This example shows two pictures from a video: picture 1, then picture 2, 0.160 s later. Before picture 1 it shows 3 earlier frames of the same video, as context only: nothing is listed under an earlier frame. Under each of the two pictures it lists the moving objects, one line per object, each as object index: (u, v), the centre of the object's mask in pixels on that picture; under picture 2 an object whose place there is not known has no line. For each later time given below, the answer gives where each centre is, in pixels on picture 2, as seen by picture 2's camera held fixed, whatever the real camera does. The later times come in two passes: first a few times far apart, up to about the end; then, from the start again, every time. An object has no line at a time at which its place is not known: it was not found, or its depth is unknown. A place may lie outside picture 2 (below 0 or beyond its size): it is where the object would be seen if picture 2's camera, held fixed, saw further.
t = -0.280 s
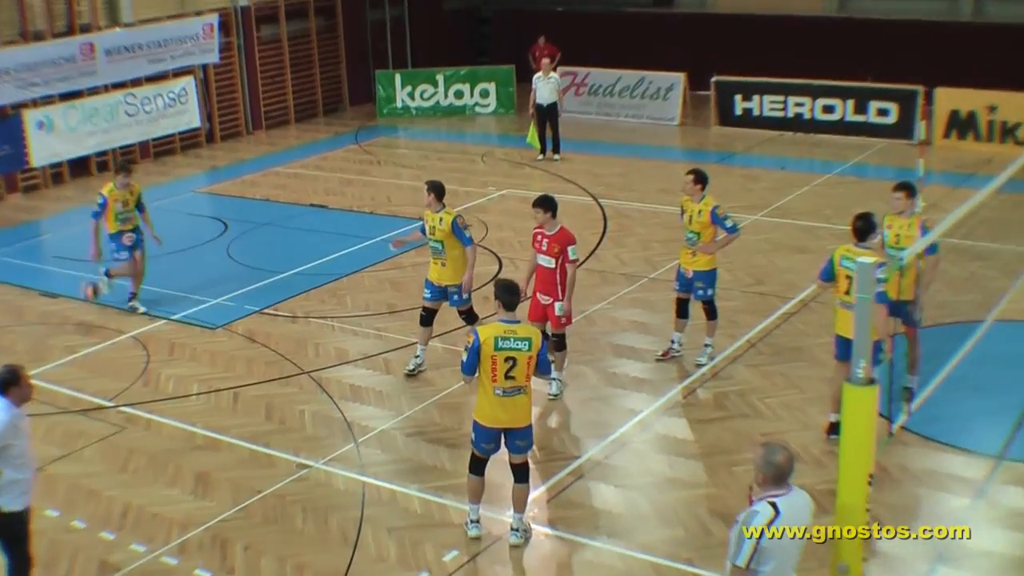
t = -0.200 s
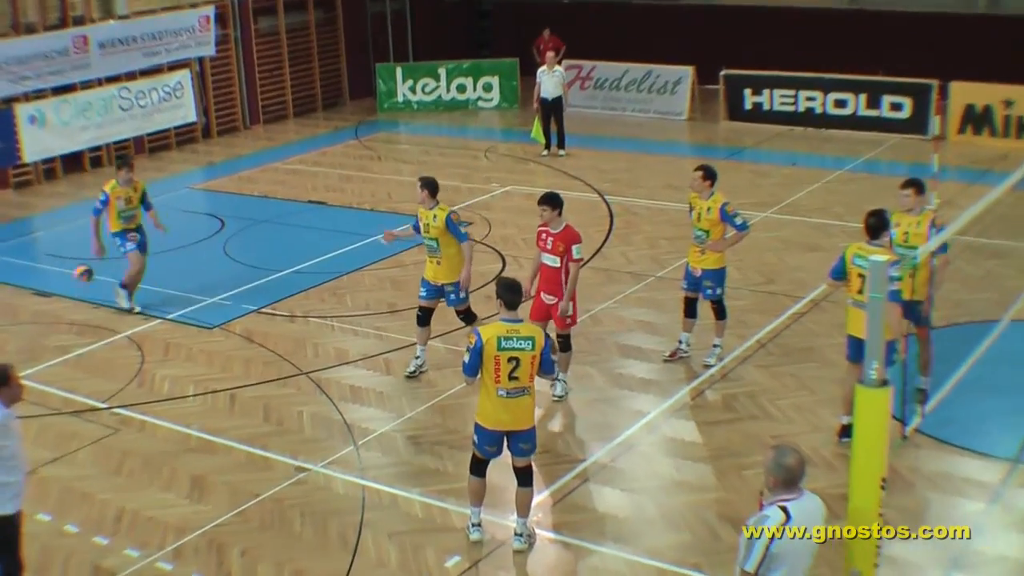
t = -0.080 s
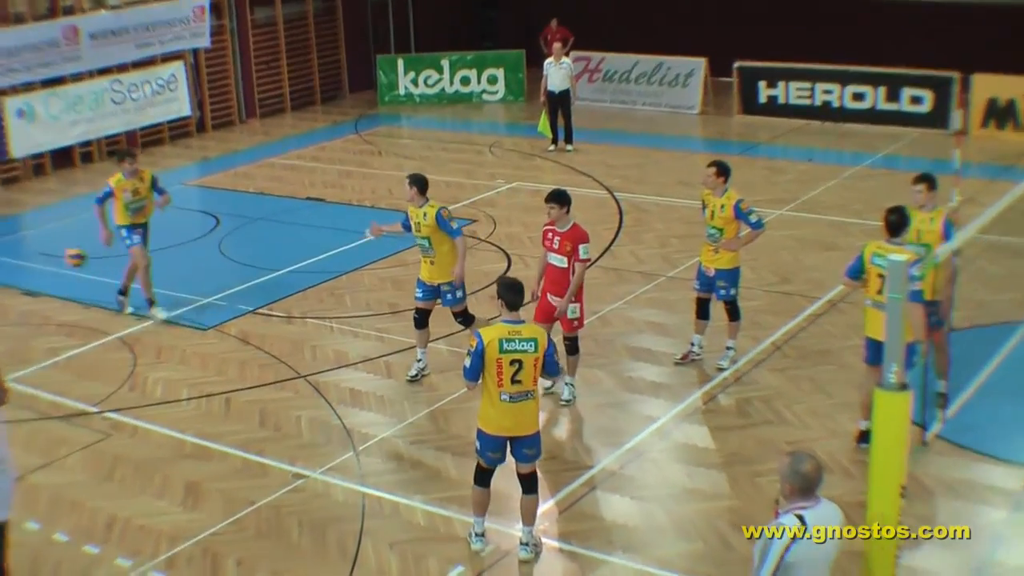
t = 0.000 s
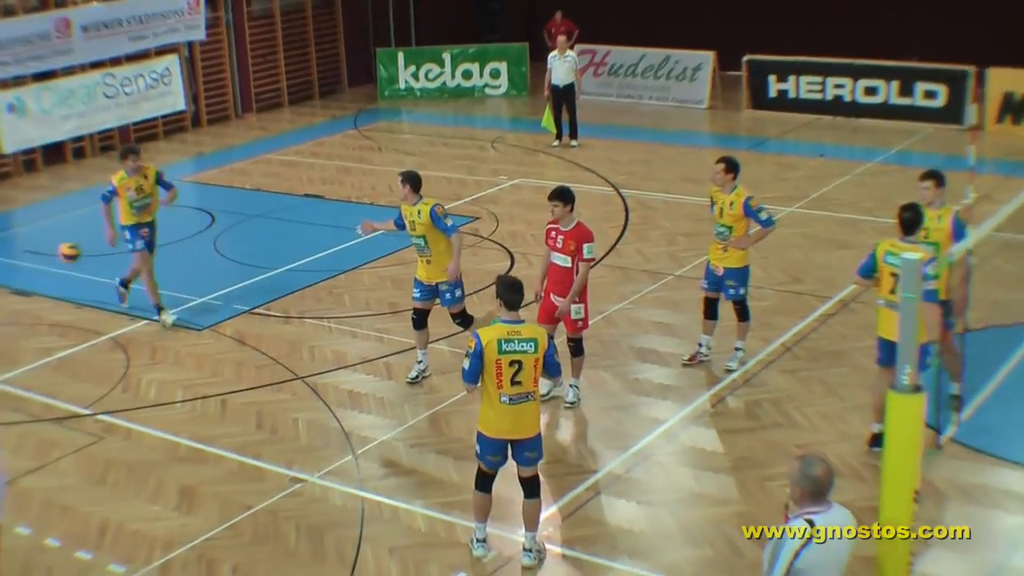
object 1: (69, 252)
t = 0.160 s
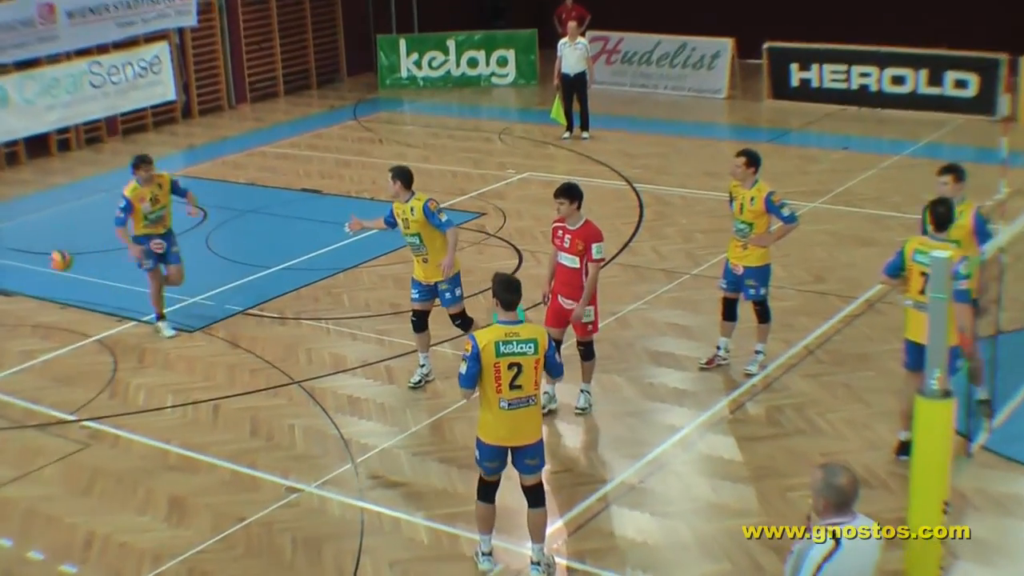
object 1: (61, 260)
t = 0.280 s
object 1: (66, 284)
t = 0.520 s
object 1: (74, 296)
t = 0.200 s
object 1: (63, 267)
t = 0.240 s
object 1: (64, 274)
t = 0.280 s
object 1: (66, 284)
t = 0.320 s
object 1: (68, 295)
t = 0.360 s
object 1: (70, 307)
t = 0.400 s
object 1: (76, 324)
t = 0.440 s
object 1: (74, 314)
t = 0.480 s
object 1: (74, 305)
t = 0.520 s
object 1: (74, 296)
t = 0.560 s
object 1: (75, 290)
